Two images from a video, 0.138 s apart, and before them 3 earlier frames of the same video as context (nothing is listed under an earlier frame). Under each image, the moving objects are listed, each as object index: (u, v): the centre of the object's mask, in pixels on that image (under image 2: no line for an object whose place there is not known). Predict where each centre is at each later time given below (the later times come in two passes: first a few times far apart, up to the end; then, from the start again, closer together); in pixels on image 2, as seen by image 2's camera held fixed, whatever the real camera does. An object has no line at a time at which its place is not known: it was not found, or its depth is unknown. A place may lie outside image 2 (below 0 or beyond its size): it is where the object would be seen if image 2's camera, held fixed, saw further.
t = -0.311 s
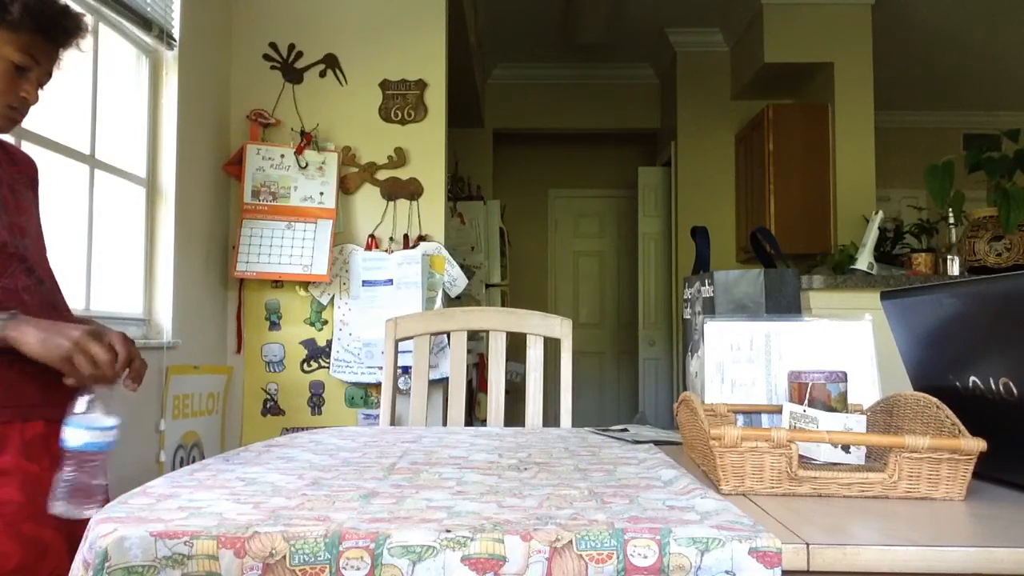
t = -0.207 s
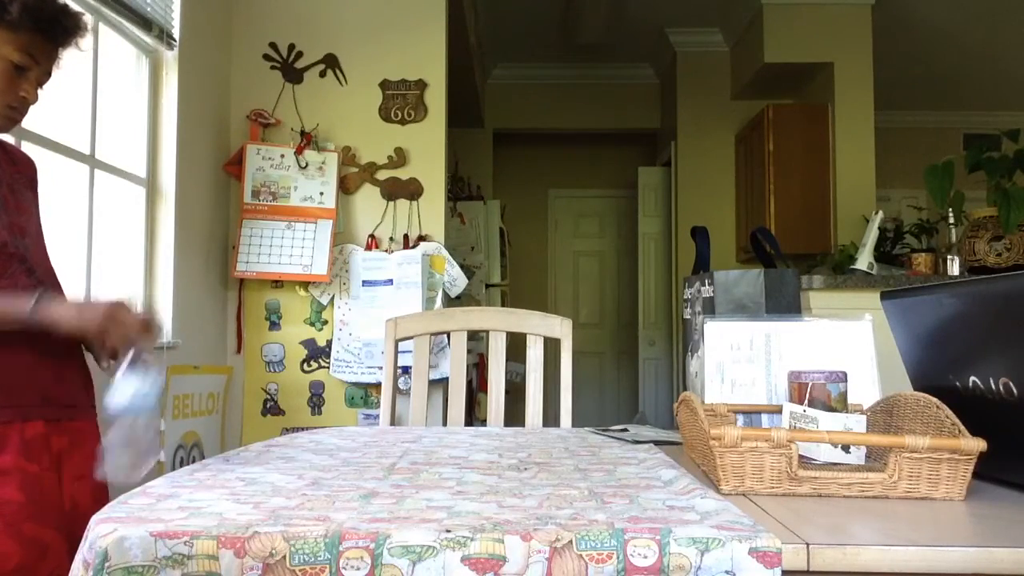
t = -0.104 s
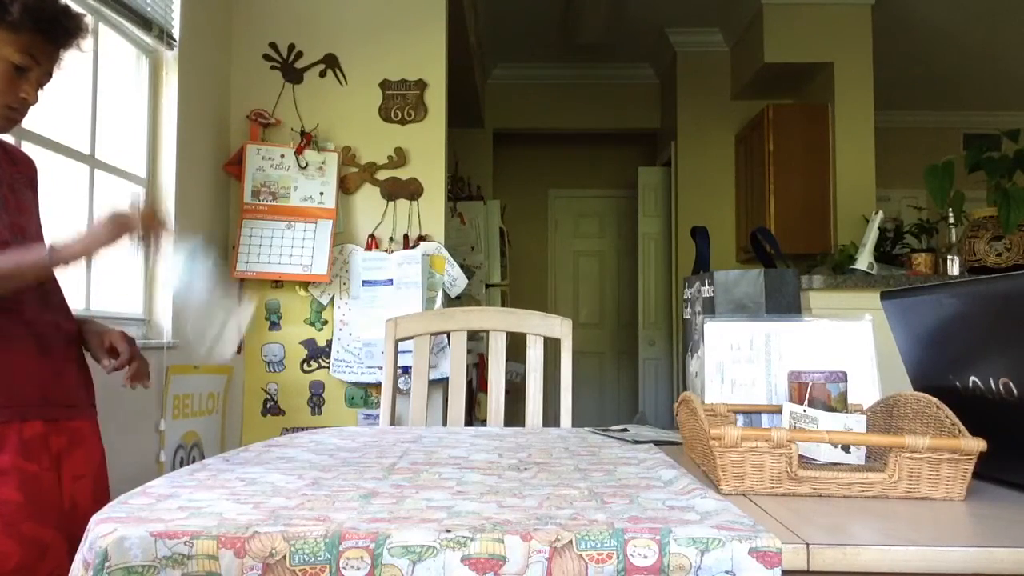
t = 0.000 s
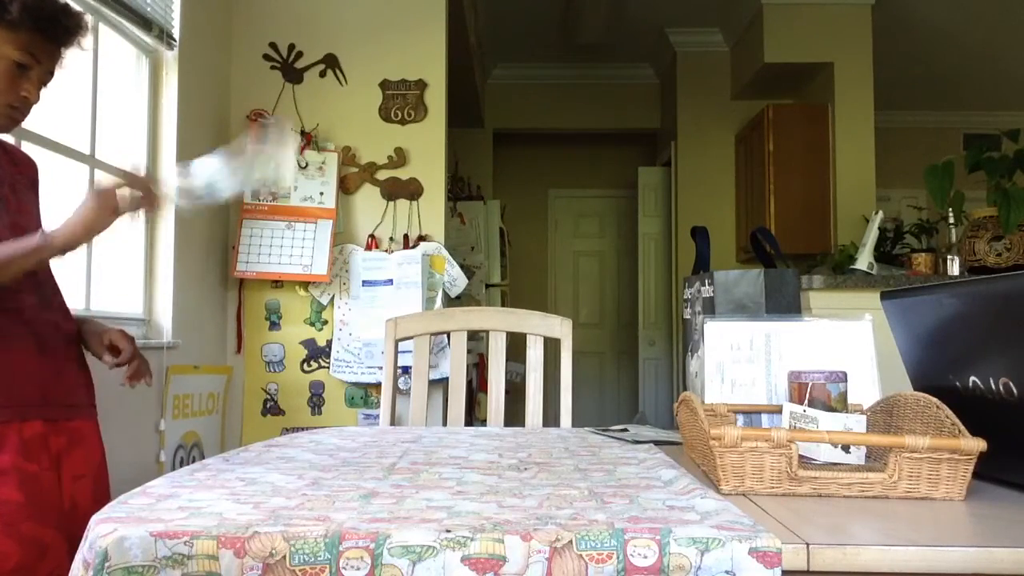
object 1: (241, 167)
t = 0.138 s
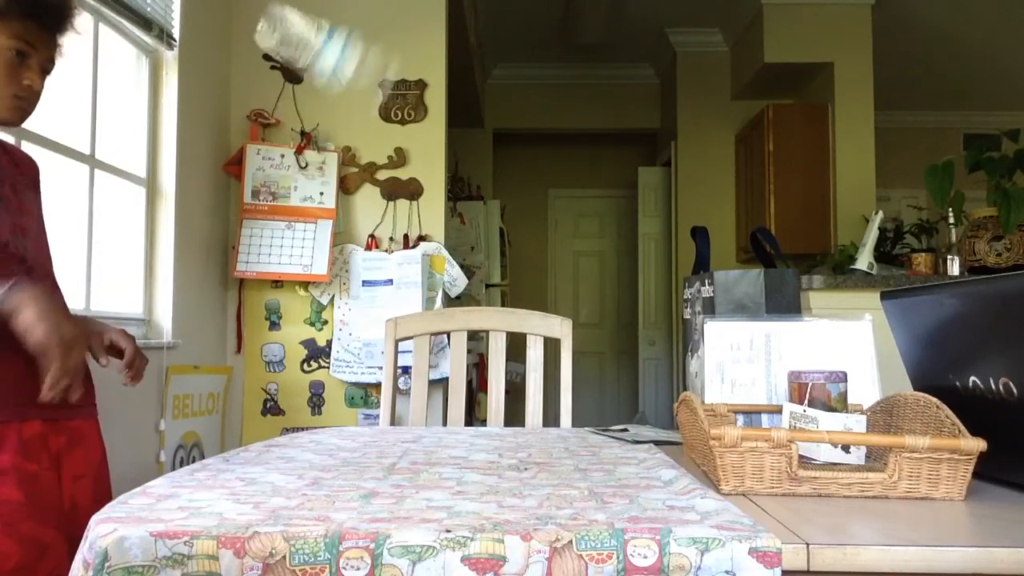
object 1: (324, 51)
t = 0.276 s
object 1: (347, 32)
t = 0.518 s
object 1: (407, 336)
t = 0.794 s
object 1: (415, 404)
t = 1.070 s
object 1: (415, 405)
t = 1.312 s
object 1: (415, 404)
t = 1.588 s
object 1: (415, 404)
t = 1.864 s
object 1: (415, 404)
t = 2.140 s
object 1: (415, 404)
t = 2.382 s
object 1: (415, 404)
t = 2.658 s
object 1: (415, 404)
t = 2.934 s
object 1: (415, 404)
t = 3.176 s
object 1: (415, 404)
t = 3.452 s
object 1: (415, 404)
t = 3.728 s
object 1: (415, 404)
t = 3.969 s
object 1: (415, 404)
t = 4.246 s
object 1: (415, 404)
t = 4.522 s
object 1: (415, 404)
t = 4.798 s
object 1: (415, 404)
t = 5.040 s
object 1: (415, 404)
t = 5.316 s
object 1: (415, 404)
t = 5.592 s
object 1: (415, 404)
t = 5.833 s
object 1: (415, 404)
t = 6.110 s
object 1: (415, 404)
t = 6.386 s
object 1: (415, 404)
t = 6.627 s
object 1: (415, 404)
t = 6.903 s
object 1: (415, 404)
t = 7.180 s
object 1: (415, 404)
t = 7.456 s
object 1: (415, 404)
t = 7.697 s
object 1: (415, 404)
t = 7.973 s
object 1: (415, 404)
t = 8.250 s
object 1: (415, 404)
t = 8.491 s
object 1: (415, 404)
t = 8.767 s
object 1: (415, 404)
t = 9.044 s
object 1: (415, 404)
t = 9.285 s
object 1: (415, 404)
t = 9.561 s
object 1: (415, 404)
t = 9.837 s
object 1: (415, 404)
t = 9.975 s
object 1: (415, 404)
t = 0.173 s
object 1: (331, 29)
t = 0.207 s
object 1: (337, 22)
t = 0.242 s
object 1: (338, 24)
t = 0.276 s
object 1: (347, 32)
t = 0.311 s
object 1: (361, 45)
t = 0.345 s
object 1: (370, 69)
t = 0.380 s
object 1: (379, 103)
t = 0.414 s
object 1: (394, 132)
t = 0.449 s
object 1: (393, 190)
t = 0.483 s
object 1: (403, 250)
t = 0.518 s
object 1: (407, 336)
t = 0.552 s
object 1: (415, 402)
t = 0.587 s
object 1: (415, 404)
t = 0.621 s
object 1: (416, 403)
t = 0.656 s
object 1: (416, 404)
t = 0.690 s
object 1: (415, 404)
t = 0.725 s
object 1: (415, 404)
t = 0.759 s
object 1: (415, 404)
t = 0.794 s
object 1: (415, 404)
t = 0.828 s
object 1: (415, 404)
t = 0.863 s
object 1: (415, 404)
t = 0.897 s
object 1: (415, 404)
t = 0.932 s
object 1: (415, 404)
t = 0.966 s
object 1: (415, 405)
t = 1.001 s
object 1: (415, 405)
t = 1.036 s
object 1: (415, 404)
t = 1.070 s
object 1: (415, 405)
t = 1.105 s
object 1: (415, 404)
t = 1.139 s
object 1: (415, 404)
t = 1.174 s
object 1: (415, 404)
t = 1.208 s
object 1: (415, 404)
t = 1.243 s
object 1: (415, 404)
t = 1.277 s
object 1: (415, 404)
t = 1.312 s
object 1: (415, 404)
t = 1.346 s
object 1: (415, 404)
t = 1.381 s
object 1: (415, 404)
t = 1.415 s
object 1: (415, 404)
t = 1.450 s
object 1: (415, 404)
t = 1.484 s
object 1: (415, 404)
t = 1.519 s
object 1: (415, 404)
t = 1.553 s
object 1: (415, 404)
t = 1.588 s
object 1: (415, 404)
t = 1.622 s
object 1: (415, 404)
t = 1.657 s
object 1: (415, 404)
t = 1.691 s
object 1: (415, 404)
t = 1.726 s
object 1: (415, 404)
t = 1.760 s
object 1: (415, 404)
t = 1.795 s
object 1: (415, 404)
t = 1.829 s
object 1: (415, 404)
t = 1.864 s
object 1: (415, 404)
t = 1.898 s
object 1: (415, 404)
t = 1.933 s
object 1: (415, 404)
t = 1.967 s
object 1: (415, 404)
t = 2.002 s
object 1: (415, 404)
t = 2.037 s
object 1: (415, 404)
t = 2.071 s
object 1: (415, 404)
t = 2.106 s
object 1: (415, 404)
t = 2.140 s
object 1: (415, 404)
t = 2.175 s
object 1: (415, 404)
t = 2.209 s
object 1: (415, 404)
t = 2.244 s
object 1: (415, 404)
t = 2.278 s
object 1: (415, 404)
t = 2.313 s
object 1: (415, 404)
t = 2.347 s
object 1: (415, 404)
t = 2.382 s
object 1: (415, 404)
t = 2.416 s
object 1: (415, 404)
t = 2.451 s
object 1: (415, 404)
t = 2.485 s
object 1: (415, 404)
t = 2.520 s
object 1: (415, 404)
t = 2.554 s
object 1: (415, 404)
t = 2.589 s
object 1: (415, 404)
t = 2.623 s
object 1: (415, 404)
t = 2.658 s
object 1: (415, 404)
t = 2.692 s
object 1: (415, 404)
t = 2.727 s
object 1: (415, 404)
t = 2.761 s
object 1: (415, 404)
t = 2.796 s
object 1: (415, 404)
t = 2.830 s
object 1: (415, 404)
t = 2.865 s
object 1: (415, 404)
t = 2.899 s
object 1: (415, 404)
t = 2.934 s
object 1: (415, 404)
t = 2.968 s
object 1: (415, 404)
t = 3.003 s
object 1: (415, 404)
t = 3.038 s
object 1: (415, 404)
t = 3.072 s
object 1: (415, 404)
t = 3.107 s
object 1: (415, 404)
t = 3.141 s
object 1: (415, 404)
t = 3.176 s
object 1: (415, 404)
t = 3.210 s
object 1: (415, 404)
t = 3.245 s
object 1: (415, 404)
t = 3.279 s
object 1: (415, 404)
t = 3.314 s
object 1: (415, 404)
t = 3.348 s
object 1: (415, 404)
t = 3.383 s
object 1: (415, 404)
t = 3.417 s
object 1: (415, 404)
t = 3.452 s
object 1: (415, 404)
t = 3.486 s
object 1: (415, 404)
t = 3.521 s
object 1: (415, 404)
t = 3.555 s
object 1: (415, 404)
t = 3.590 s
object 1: (415, 404)
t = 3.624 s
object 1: (415, 404)
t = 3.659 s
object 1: (415, 404)
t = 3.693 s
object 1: (415, 404)
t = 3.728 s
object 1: (415, 404)
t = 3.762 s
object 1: (415, 404)
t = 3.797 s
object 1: (415, 404)
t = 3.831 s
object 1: (415, 404)
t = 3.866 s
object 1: (415, 404)
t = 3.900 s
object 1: (415, 404)
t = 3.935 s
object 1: (415, 404)
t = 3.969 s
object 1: (415, 404)
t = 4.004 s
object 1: (415, 404)
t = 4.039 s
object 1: (415, 404)
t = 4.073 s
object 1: (415, 404)
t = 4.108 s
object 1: (415, 404)
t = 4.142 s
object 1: (415, 404)
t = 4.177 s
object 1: (415, 404)
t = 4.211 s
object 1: (415, 404)
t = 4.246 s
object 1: (415, 404)
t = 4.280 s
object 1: (415, 404)
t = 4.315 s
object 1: (415, 404)
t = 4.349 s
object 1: (415, 404)
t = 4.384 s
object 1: (415, 404)
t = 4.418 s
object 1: (415, 404)
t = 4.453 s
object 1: (415, 404)
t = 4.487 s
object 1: (415, 404)
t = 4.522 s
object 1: (415, 404)
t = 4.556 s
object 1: (415, 404)
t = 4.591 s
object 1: (415, 404)
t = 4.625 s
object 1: (415, 404)
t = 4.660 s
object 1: (415, 404)
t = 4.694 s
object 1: (415, 404)
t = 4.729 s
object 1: (415, 404)
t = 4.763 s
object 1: (415, 404)
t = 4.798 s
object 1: (415, 404)
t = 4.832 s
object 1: (415, 404)
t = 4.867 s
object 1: (415, 404)
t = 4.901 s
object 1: (415, 404)
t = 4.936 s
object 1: (415, 404)
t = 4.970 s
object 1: (415, 404)
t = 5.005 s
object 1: (415, 404)
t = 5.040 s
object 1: (415, 404)
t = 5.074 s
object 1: (415, 404)
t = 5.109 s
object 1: (415, 404)
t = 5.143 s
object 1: (415, 404)
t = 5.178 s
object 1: (415, 404)
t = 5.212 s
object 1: (414, 404)
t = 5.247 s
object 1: (415, 404)
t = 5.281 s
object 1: (415, 404)
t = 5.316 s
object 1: (415, 404)
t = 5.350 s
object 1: (415, 404)
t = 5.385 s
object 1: (415, 404)
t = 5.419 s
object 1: (415, 404)
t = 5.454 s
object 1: (415, 404)
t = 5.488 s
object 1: (415, 404)
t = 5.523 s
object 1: (415, 404)
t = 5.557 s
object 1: (415, 404)
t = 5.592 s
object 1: (415, 404)
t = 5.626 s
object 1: (415, 404)
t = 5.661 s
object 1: (415, 404)
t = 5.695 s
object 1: (415, 404)
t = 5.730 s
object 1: (415, 404)
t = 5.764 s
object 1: (415, 404)
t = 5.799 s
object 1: (415, 404)
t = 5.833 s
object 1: (415, 404)
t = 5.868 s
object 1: (415, 404)
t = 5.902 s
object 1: (415, 404)
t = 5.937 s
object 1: (415, 404)
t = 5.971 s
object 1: (415, 404)
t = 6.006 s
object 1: (415, 404)
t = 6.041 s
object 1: (415, 404)
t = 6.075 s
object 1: (415, 404)
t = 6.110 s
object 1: (415, 404)
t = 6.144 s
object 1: (415, 404)
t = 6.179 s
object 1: (415, 404)
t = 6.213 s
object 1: (415, 404)
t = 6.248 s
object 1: (415, 404)
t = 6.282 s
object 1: (415, 404)
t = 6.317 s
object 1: (415, 404)
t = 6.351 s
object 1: (415, 404)
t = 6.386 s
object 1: (415, 404)
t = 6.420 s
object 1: (415, 404)
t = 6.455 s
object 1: (415, 404)
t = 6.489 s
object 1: (415, 404)
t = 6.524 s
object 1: (415, 404)
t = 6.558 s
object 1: (415, 404)
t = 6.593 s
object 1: (415, 404)
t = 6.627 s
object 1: (415, 404)
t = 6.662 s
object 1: (415, 404)
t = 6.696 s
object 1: (415, 404)
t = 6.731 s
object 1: (415, 404)
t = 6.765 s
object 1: (415, 404)
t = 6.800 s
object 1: (415, 404)
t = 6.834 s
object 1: (415, 404)
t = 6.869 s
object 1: (415, 404)
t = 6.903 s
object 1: (415, 404)
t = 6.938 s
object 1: (415, 404)
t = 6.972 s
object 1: (415, 404)
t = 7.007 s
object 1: (415, 404)
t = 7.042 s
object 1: (415, 404)
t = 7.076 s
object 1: (415, 404)
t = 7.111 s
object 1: (415, 404)
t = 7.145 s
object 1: (415, 404)
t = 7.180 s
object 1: (415, 404)
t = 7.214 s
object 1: (415, 404)
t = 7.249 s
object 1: (415, 404)
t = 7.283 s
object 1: (415, 404)
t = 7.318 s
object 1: (415, 404)
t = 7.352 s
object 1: (415, 404)
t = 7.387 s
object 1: (415, 404)
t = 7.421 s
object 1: (415, 404)
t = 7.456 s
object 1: (415, 404)
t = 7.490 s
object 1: (415, 404)
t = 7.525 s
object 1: (415, 404)
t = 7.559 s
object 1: (415, 404)
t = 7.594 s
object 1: (415, 404)
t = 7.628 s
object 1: (415, 404)
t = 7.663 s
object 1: (415, 404)
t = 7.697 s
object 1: (415, 404)
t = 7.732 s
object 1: (415, 404)
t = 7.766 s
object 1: (415, 404)
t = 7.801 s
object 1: (415, 404)
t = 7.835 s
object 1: (415, 404)
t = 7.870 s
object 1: (415, 404)
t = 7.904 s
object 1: (415, 404)
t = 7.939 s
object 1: (415, 404)
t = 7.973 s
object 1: (415, 404)
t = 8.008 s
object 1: (415, 404)
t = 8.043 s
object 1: (415, 404)
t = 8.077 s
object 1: (415, 404)
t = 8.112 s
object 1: (415, 404)
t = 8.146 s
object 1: (415, 404)
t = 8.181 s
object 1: (415, 404)
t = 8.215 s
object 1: (415, 404)
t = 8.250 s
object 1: (415, 404)
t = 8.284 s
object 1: (415, 404)
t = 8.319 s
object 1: (415, 404)
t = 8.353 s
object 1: (415, 404)
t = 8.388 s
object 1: (415, 404)
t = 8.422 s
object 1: (415, 404)
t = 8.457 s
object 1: (415, 404)
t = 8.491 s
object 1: (415, 404)
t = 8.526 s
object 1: (415, 404)
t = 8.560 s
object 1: (415, 404)
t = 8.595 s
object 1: (415, 404)
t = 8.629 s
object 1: (415, 404)
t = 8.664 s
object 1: (415, 404)
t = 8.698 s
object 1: (415, 404)
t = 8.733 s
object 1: (415, 404)
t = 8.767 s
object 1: (415, 404)
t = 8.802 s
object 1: (415, 404)
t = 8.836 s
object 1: (415, 404)
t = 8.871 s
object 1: (415, 404)
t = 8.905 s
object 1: (415, 404)
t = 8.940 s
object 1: (415, 404)
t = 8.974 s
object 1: (415, 404)
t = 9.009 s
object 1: (415, 404)
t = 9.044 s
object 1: (415, 404)
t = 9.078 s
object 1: (415, 404)
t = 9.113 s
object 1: (415, 404)
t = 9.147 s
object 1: (415, 404)
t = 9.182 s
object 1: (415, 404)
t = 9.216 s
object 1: (415, 404)
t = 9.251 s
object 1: (415, 404)
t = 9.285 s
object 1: (415, 404)
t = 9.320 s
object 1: (415, 404)
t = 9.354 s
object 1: (415, 404)
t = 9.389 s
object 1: (415, 404)
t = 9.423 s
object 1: (415, 404)
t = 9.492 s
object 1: (415, 404)
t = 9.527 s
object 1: (415, 404)
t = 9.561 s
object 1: (415, 404)
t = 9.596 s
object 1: (415, 404)
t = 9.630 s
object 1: (415, 404)
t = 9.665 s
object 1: (415, 404)
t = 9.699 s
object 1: (415, 404)
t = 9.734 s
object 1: (415, 404)
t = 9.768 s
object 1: (415, 404)
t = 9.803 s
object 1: (415, 404)
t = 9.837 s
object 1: (415, 404)
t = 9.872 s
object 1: (415, 404)
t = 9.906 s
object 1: (415, 404)
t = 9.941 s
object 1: (415, 404)
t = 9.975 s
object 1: (415, 404)
